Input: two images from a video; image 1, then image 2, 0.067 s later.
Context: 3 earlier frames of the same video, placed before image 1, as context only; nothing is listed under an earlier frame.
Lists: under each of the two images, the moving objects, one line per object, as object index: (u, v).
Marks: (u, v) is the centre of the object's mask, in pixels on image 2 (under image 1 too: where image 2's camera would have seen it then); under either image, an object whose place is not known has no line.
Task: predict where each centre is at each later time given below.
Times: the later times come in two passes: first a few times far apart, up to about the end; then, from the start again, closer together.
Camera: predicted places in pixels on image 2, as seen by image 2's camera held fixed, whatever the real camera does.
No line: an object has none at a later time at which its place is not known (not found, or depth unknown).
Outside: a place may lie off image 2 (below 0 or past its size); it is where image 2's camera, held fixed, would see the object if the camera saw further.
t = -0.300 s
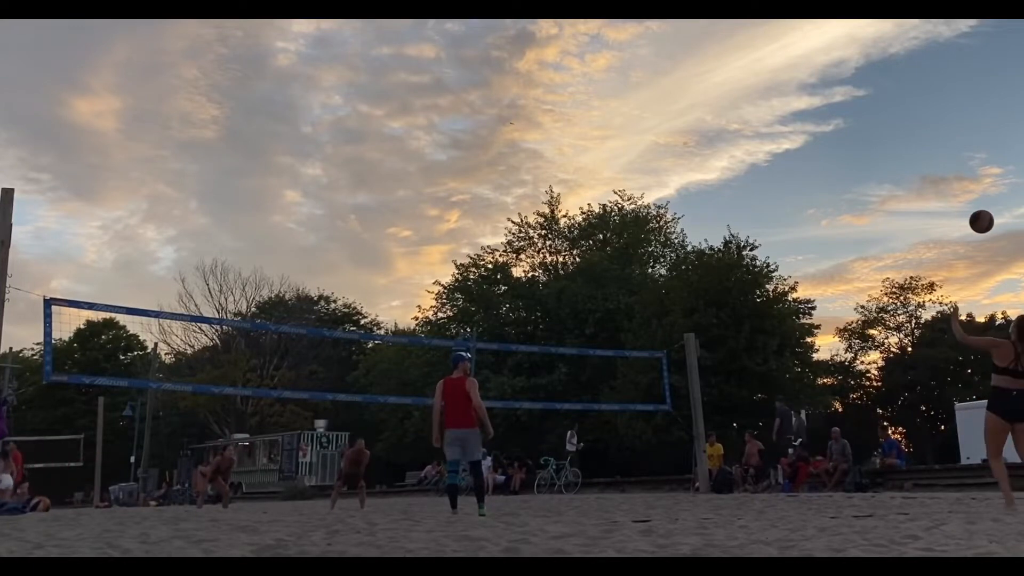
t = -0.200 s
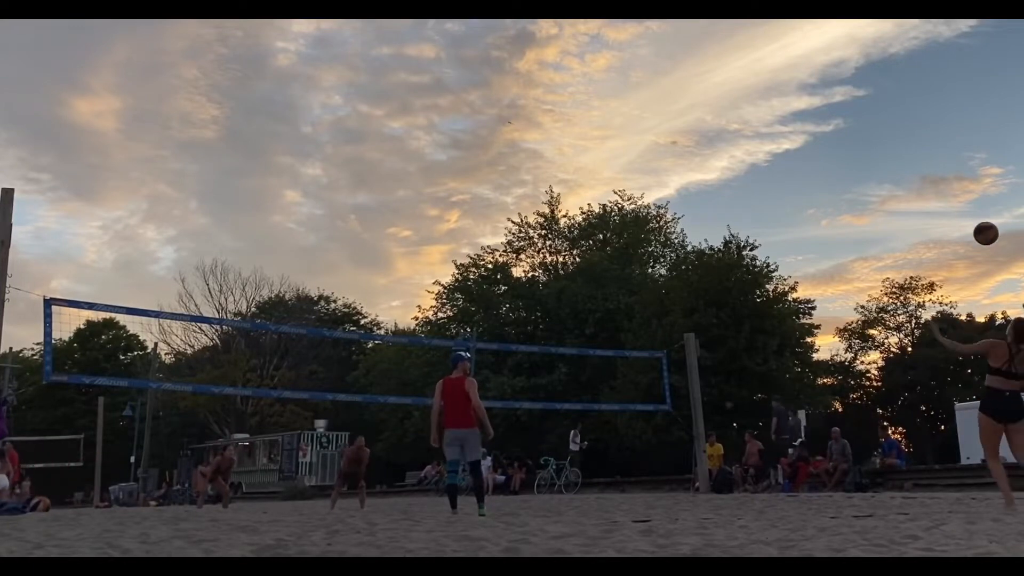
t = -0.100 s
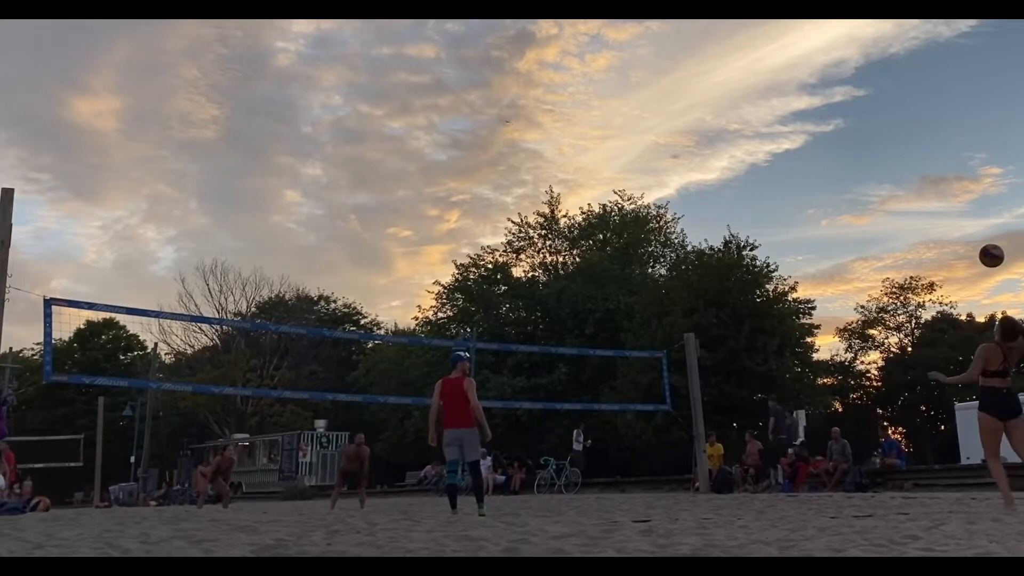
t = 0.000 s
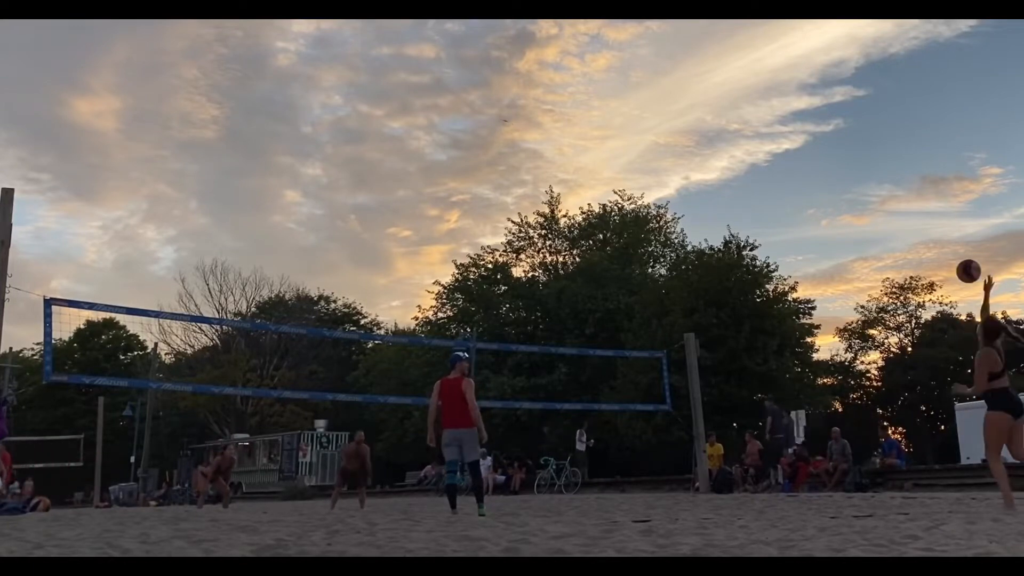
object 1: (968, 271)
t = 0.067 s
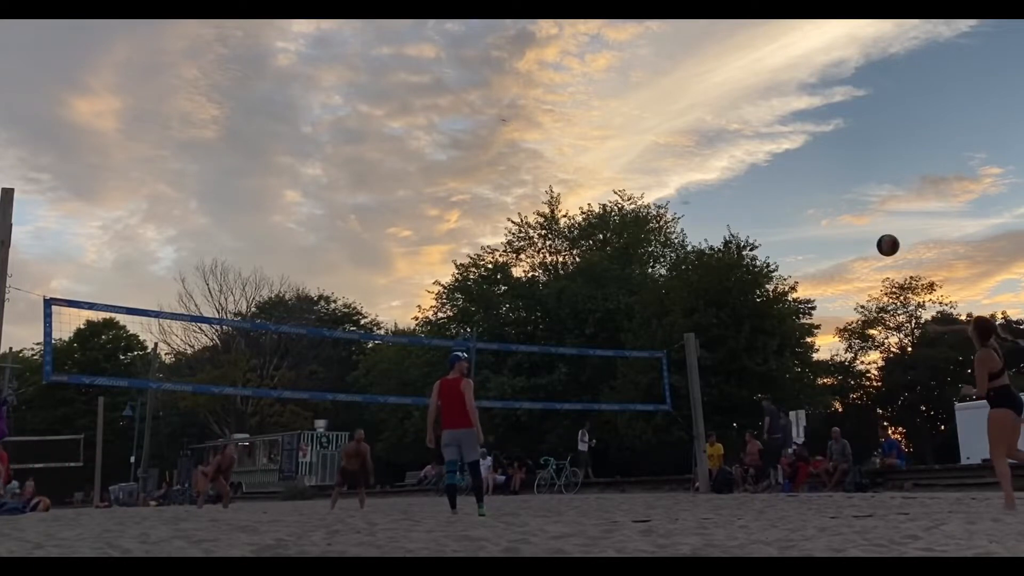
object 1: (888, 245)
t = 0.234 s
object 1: (725, 207)
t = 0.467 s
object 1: (563, 199)
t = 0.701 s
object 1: (443, 224)
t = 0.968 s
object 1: (335, 293)
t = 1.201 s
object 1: (251, 370)
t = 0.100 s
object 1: (851, 234)
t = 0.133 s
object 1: (816, 225)
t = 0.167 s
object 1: (784, 218)
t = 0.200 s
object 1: (754, 212)
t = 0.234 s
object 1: (725, 207)
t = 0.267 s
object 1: (698, 203)
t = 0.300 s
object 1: (673, 201)
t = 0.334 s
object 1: (649, 198)
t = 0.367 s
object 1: (626, 197)
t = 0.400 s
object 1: (605, 197)
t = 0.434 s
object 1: (584, 198)
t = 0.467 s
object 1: (563, 199)
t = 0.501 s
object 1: (544, 201)
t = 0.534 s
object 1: (526, 204)
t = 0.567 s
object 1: (508, 208)
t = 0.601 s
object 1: (491, 212)
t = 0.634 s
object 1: (474, 217)
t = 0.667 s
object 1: (458, 222)
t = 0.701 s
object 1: (443, 224)
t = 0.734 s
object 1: (428, 233)
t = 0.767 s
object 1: (414, 240)
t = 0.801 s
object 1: (400, 248)
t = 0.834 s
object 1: (386, 256)
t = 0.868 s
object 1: (373, 265)
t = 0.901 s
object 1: (360, 274)
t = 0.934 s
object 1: (347, 283)
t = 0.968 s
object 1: (335, 293)
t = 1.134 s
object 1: (275, 346)
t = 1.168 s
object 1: (263, 358)
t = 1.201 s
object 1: (251, 370)
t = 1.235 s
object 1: (241, 382)
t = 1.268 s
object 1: (232, 397)
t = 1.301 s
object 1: (222, 410)
